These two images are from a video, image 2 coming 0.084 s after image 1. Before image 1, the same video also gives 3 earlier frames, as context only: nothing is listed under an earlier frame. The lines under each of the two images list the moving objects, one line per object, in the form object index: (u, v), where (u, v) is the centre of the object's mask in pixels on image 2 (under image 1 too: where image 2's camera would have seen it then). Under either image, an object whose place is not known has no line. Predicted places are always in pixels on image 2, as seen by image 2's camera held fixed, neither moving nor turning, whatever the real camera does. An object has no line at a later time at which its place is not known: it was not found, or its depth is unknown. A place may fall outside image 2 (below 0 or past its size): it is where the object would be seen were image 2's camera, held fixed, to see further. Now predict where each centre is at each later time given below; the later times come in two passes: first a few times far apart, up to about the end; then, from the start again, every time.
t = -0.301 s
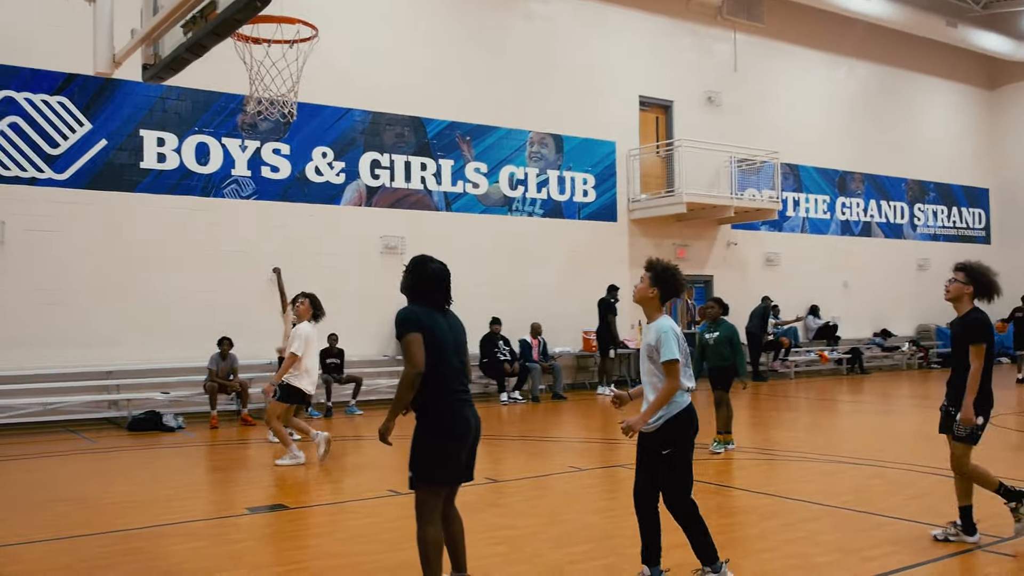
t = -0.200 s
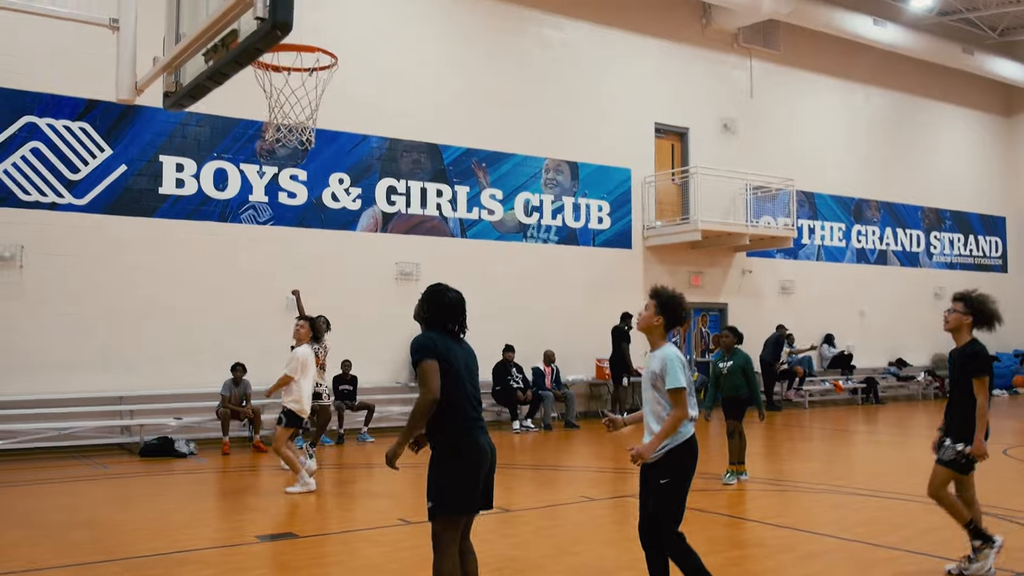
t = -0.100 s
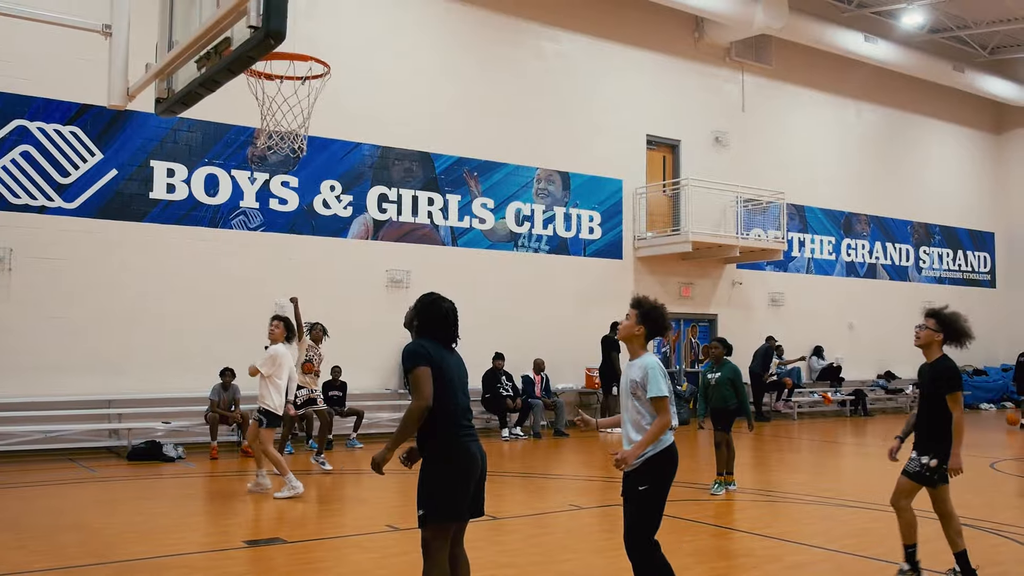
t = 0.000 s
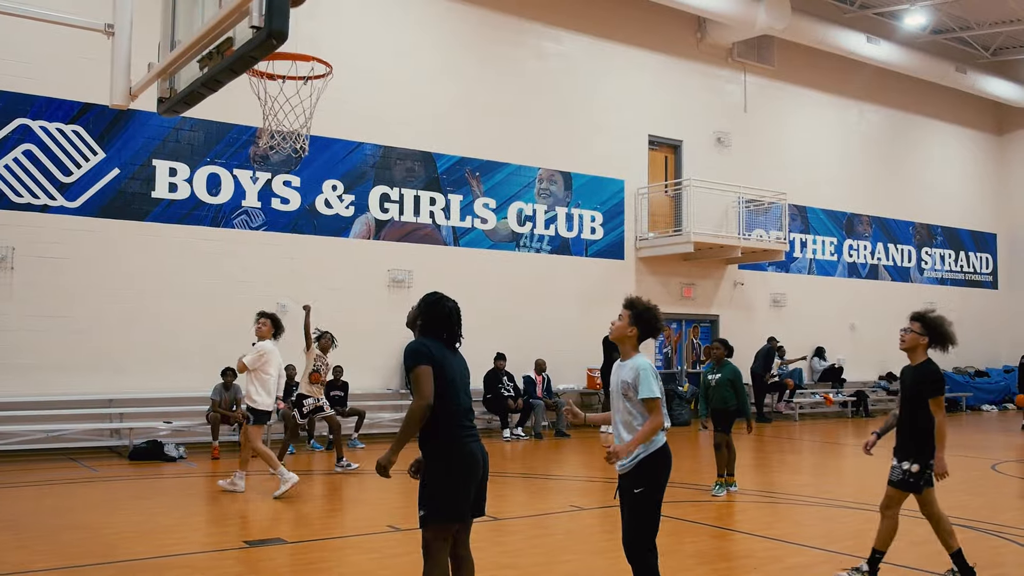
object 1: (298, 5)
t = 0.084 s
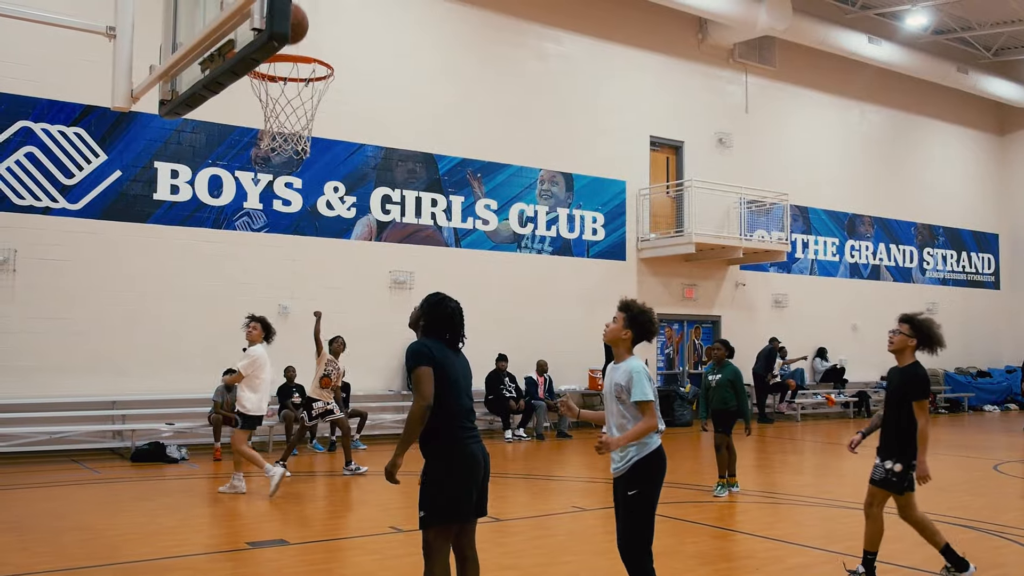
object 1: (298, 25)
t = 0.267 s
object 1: (314, 33)
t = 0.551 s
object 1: (355, 83)
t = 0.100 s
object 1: (296, 34)
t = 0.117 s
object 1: (296, 41)
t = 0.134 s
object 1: (296, 44)
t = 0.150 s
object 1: (298, 42)
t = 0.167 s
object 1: (300, 40)
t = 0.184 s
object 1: (302, 38)
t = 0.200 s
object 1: (304, 36)
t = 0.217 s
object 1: (306, 35)
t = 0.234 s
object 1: (308, 34)
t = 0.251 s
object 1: (311, 33)
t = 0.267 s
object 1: (314, 33)
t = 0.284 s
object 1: (317, 33)
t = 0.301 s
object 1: (320, 33)
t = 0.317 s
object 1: (322, 34)
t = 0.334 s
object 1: (325, 36)
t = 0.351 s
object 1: (328, 37)
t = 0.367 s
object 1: (331, 40)
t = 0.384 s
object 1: (333, 42)
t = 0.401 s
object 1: (336, 45)
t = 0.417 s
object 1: (338, 48)
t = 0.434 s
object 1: (340, 51)
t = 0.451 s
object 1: (343, 55)
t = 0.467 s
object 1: (345, 59)
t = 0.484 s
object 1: (347, 63)
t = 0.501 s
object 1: (349, 68)
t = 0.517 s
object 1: (351, 73)
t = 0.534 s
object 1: (353, 78)
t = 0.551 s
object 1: (355, 83)
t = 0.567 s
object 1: (357, 89)
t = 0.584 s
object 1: (359, 95)
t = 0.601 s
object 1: (361, 101)
